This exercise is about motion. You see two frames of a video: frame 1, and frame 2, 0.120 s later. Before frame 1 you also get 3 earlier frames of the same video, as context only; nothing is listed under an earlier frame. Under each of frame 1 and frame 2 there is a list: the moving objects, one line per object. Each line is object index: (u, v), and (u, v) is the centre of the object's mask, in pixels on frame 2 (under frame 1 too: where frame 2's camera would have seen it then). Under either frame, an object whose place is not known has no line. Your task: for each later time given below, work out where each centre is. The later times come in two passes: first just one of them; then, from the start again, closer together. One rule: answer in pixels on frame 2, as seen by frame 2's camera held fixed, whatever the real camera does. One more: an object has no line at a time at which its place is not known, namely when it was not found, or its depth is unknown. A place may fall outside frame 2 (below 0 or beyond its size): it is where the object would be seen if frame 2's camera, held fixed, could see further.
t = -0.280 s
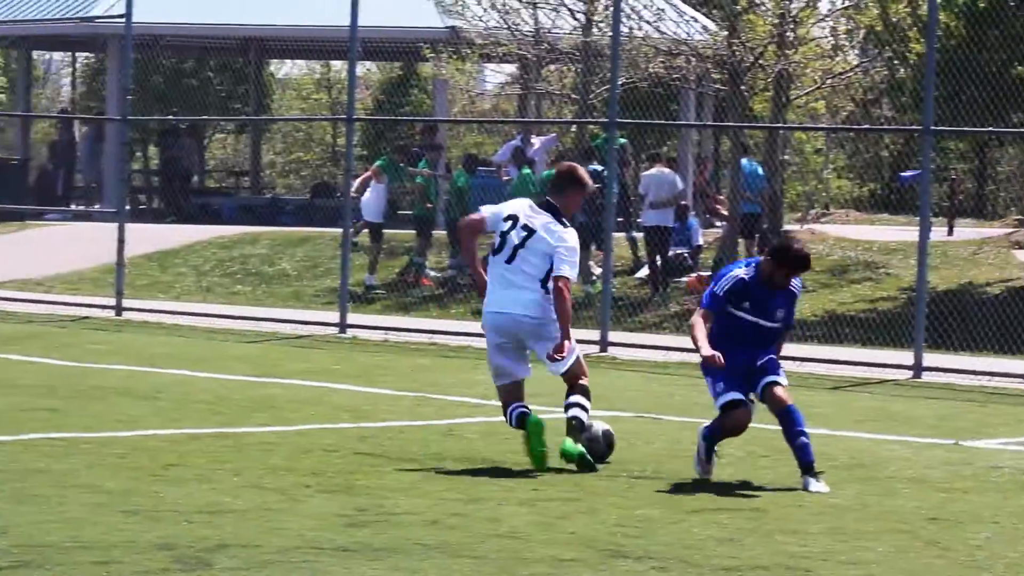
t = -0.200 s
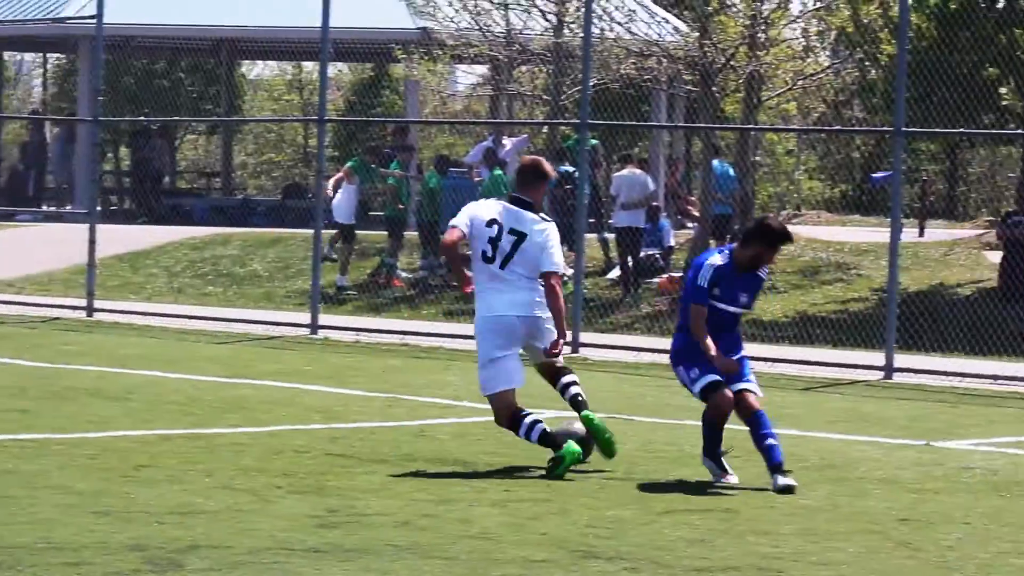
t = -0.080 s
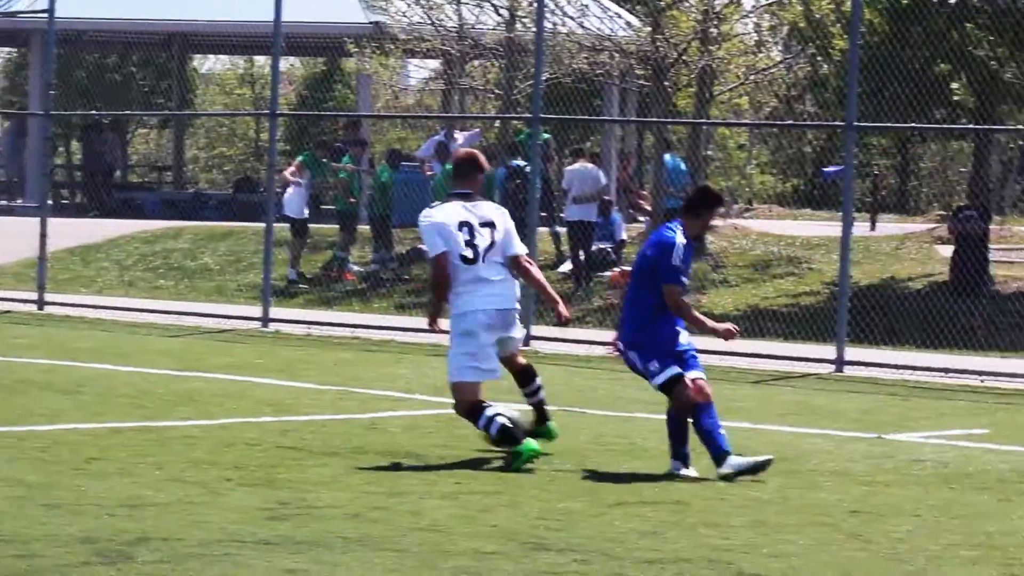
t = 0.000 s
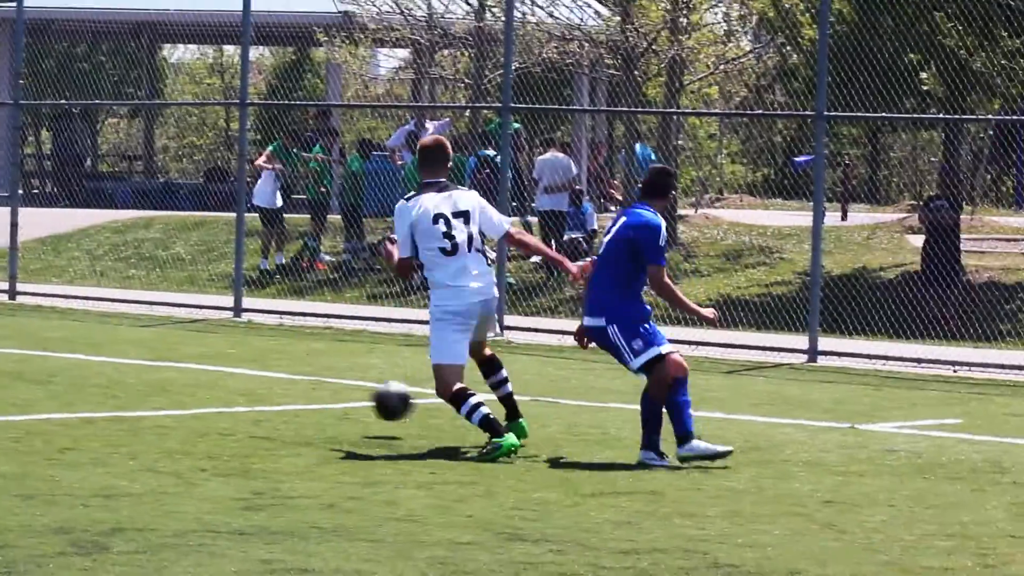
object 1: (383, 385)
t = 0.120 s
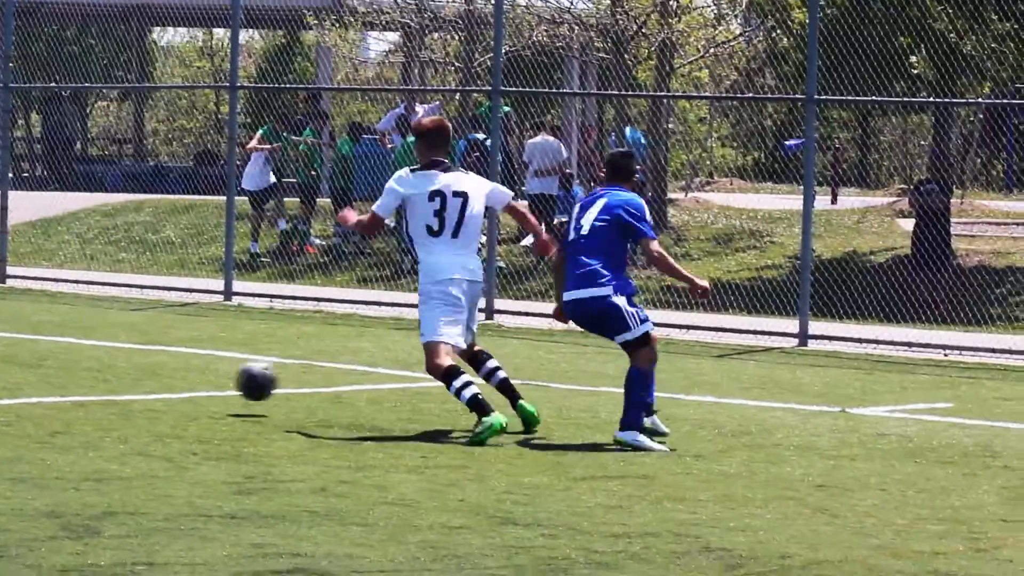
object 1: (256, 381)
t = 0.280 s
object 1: (115, 378)
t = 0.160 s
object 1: (215, 385)
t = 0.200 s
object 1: (175, 393)
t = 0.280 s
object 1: (115, 378)
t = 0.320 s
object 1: (88, 374)
